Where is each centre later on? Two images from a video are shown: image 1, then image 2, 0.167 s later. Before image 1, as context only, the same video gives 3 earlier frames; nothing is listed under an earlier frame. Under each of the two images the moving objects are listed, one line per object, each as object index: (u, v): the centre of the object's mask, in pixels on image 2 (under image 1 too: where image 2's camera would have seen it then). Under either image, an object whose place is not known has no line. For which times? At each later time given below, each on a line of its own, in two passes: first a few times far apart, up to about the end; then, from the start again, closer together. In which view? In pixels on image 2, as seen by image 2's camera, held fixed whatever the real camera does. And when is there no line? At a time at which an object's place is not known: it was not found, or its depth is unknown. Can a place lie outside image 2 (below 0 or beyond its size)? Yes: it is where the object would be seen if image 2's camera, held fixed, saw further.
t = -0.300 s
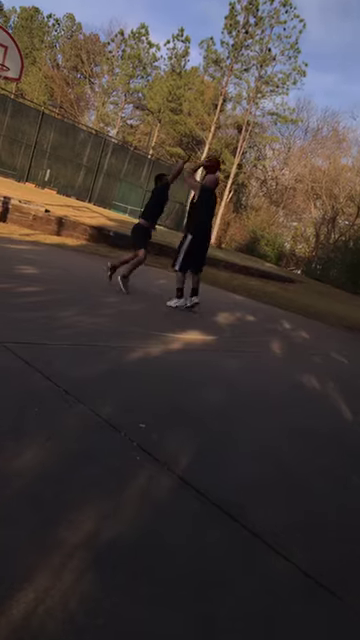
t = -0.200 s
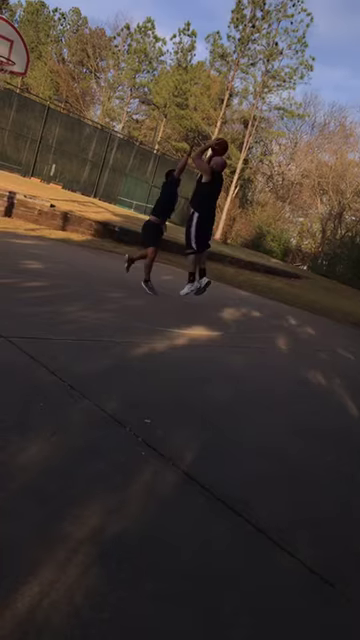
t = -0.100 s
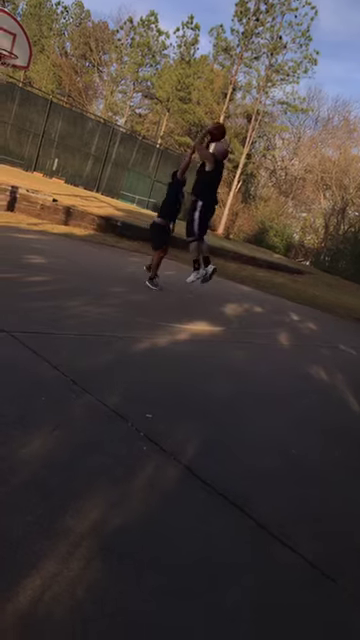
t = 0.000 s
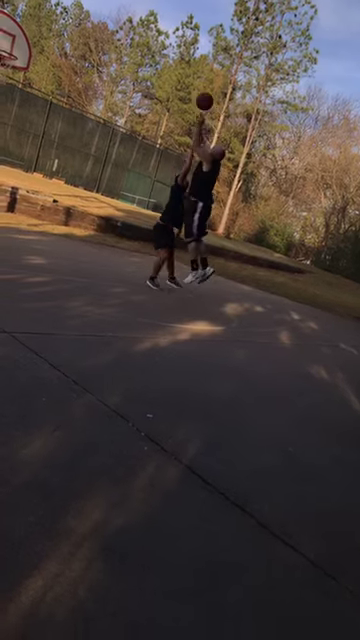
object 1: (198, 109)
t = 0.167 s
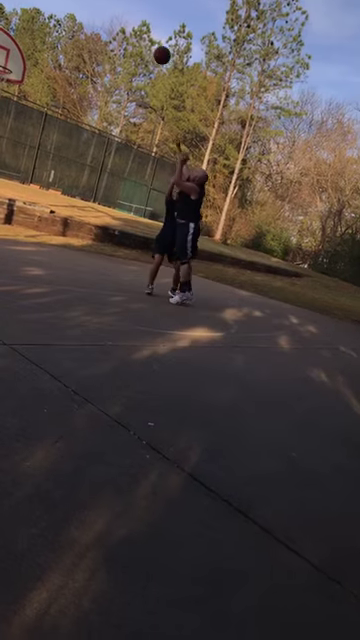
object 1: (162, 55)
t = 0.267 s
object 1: (139, 34)
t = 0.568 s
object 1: (69, 14)
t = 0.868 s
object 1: (1, 51)
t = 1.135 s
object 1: (30, 44)
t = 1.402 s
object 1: (72, 59)
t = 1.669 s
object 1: (105, 112)
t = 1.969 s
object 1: (130, 212)
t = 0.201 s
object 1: (154, 47)
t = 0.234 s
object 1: (147, 41)
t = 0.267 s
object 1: (139, 34)
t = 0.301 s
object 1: (131, 29)
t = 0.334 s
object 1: (123, 25)
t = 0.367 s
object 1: (116, 21)
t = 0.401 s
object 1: (108, 18)
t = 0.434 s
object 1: (100, 16)
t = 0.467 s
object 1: (92, 14)
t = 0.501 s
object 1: (85, 13)
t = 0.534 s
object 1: (77, 13)
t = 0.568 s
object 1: (69, 14)
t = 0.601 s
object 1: (61, 16)
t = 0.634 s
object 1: (54, 18)
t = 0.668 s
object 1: (46, 20)
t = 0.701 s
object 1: (39, 24)
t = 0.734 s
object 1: (31, 28)
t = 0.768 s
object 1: (23, 33)
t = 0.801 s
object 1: (16, 39)
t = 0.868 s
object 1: (1, 51)
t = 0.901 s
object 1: (-6, 57)
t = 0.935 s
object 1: (-6, 58)
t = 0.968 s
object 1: (-1, 55)
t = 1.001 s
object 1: (6, 51)
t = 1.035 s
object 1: (12, 48)
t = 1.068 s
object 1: (18, 46)
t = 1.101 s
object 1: (25, 45)
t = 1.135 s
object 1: (30, 44)
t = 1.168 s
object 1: (36, 44)
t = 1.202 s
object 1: (41, 44)
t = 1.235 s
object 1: (47, 45)
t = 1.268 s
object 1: (52, 46)
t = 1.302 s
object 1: (58, 48)
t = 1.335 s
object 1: (63, 51)
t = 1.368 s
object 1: (67, 54)
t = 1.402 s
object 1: (72, 59)
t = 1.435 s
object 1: (78, 64)
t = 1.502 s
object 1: (86, 75)
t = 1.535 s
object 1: (90, 81)
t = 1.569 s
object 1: (94, 88)
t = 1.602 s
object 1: (98, 95)
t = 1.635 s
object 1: (102, 103)
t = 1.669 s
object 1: (105, 112)
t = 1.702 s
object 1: (108, 121)
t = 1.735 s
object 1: (111, 130)
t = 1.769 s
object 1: (115, 141)
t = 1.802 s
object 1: (117, 152)
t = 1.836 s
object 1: (121, 163)
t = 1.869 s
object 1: (123, 174)
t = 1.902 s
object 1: (126, 186)
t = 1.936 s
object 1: (128, 199)
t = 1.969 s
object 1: (130, 212)
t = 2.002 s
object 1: (131, 225)
